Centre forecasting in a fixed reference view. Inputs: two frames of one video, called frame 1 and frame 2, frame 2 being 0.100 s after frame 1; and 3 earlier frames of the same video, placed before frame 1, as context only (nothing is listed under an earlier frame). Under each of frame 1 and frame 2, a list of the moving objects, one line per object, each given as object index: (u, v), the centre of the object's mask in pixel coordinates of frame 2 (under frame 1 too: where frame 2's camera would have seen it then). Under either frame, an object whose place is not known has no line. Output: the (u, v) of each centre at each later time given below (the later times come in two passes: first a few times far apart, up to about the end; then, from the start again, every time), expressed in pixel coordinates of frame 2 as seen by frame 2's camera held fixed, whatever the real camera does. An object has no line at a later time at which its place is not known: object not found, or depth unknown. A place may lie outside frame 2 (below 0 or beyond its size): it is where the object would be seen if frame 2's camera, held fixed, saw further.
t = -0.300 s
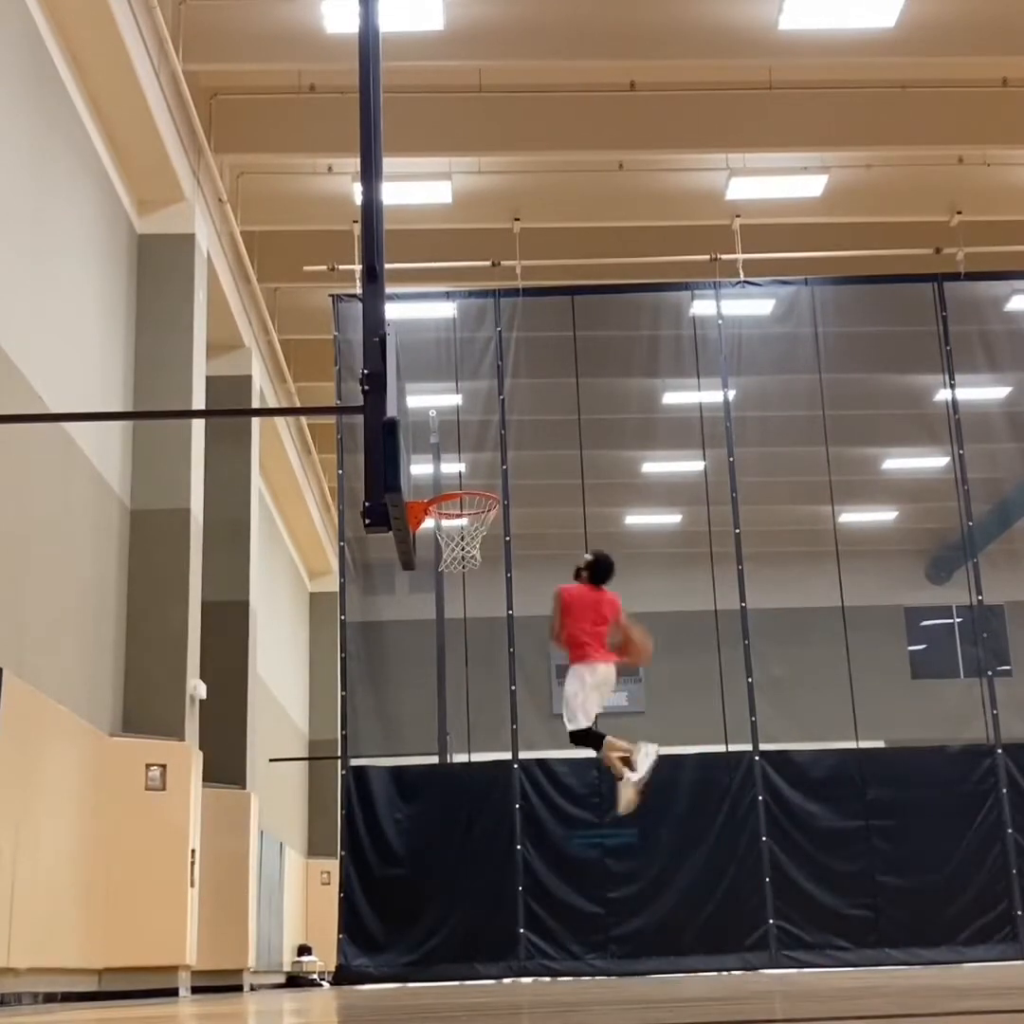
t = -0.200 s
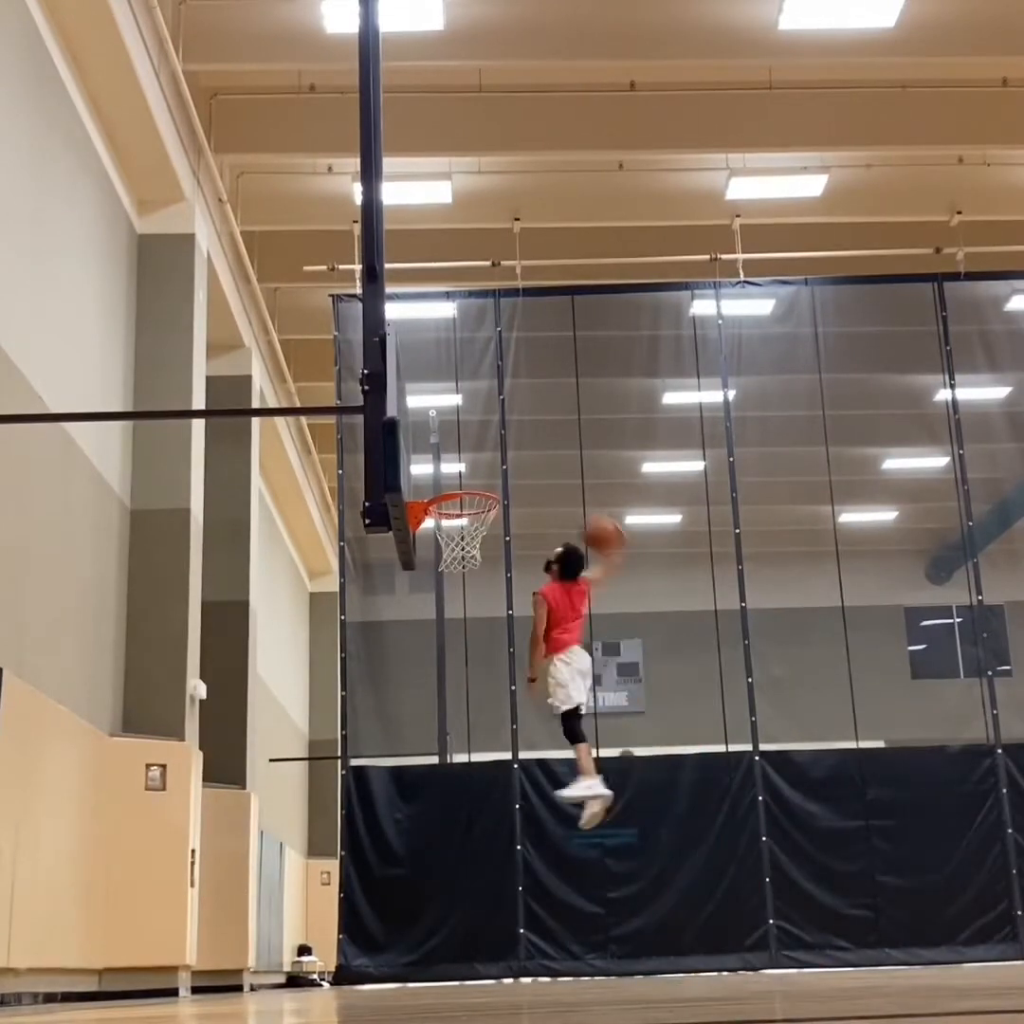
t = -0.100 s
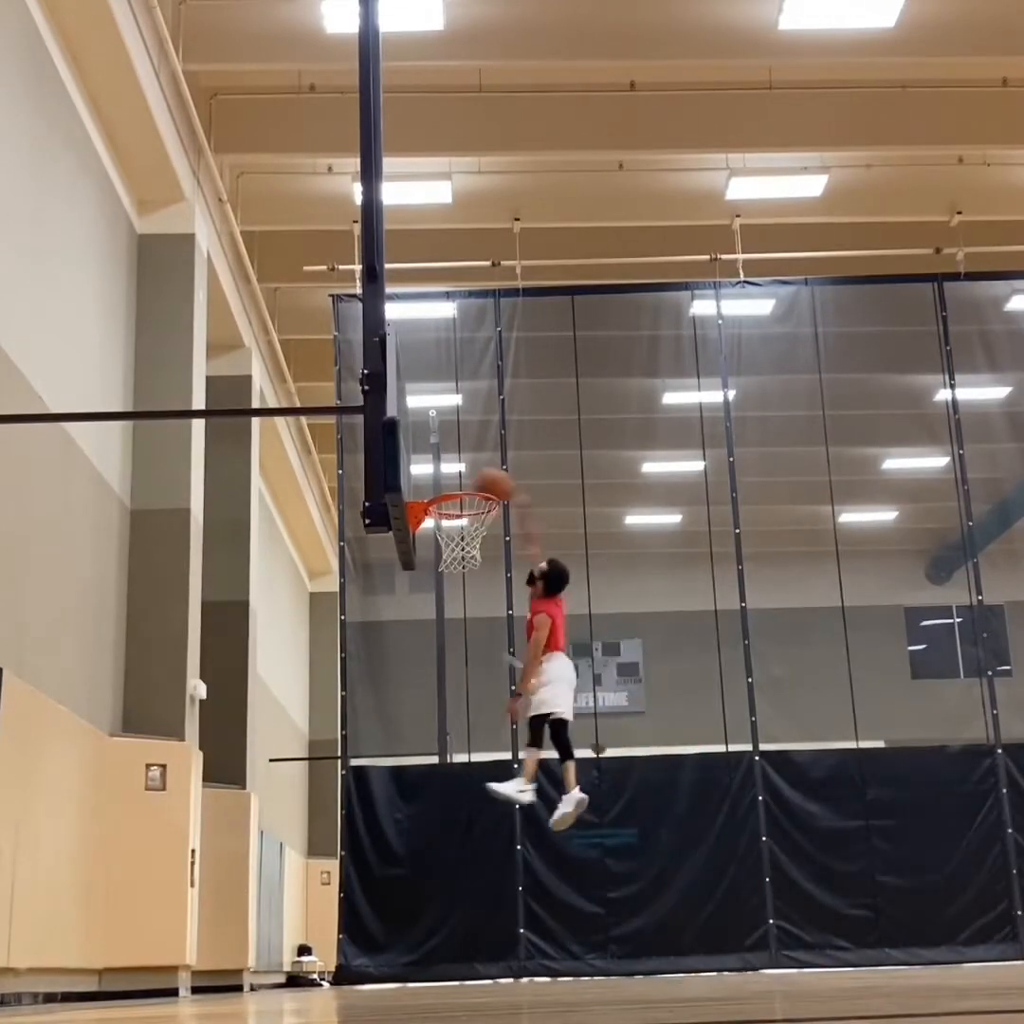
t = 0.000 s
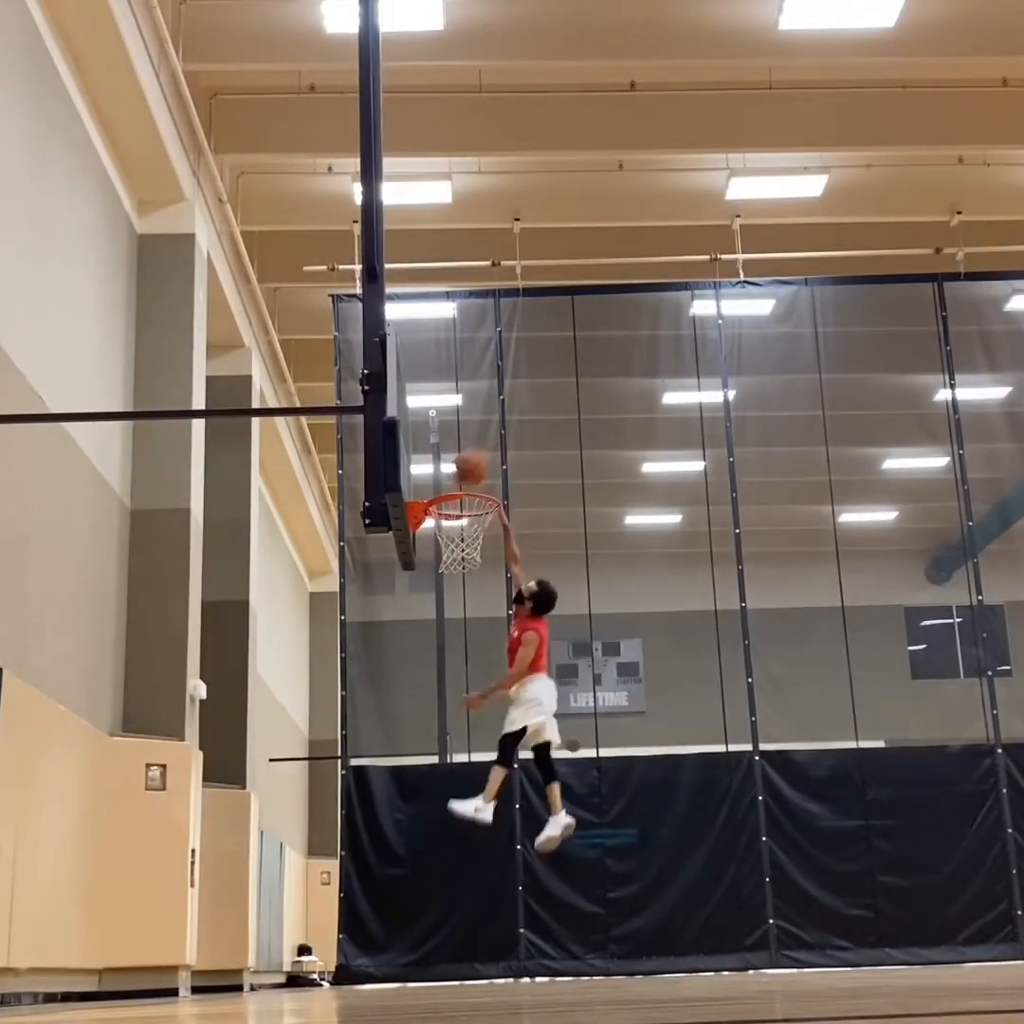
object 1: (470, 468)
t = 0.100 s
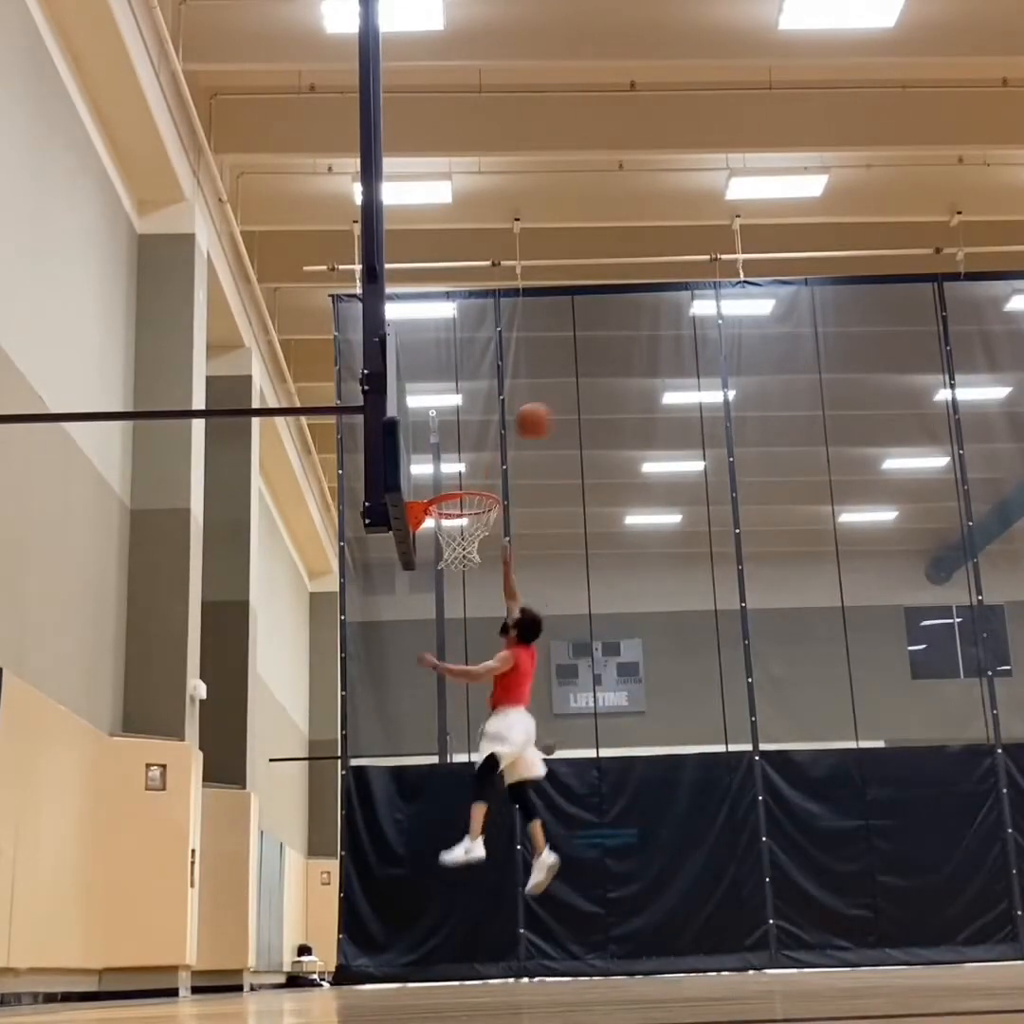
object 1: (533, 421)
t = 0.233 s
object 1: (615, 381)
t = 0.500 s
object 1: (775, 375)
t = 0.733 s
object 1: (916, 441)
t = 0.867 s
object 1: (1000, 513)
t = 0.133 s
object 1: (553, 409)
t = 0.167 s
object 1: (574, 398)
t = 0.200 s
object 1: (594, 389)
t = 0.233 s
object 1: (615, 381)
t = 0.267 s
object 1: (636, 375)
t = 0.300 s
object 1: (654, 371)
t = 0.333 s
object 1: (674, 368)
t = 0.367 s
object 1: (696, 366)
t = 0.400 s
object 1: (714, 366)
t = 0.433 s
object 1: (734, 368)
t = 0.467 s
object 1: (756, 370)
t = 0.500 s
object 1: (775, 375)
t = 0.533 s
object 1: (795, 381)
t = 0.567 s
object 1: (815, 388)
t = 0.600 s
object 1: (835, 395)
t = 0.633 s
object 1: (855, 405)
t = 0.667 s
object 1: (875, 416)
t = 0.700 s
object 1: (896, 428)
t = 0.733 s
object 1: (916, 441)
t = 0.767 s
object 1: (938, 458)
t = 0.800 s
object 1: (957, 475)
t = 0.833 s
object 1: (980, 494)
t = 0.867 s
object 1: (1000, 513)
